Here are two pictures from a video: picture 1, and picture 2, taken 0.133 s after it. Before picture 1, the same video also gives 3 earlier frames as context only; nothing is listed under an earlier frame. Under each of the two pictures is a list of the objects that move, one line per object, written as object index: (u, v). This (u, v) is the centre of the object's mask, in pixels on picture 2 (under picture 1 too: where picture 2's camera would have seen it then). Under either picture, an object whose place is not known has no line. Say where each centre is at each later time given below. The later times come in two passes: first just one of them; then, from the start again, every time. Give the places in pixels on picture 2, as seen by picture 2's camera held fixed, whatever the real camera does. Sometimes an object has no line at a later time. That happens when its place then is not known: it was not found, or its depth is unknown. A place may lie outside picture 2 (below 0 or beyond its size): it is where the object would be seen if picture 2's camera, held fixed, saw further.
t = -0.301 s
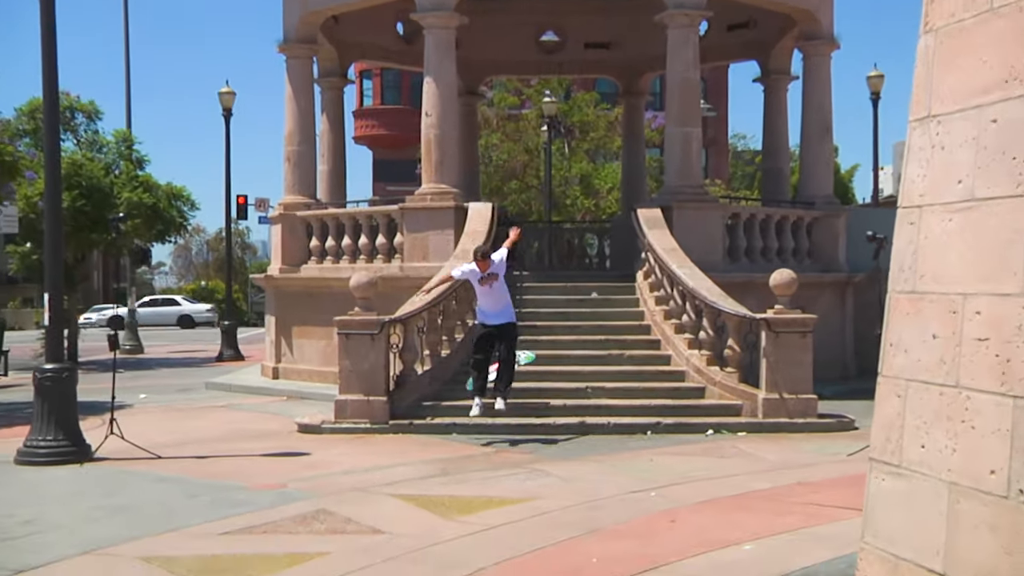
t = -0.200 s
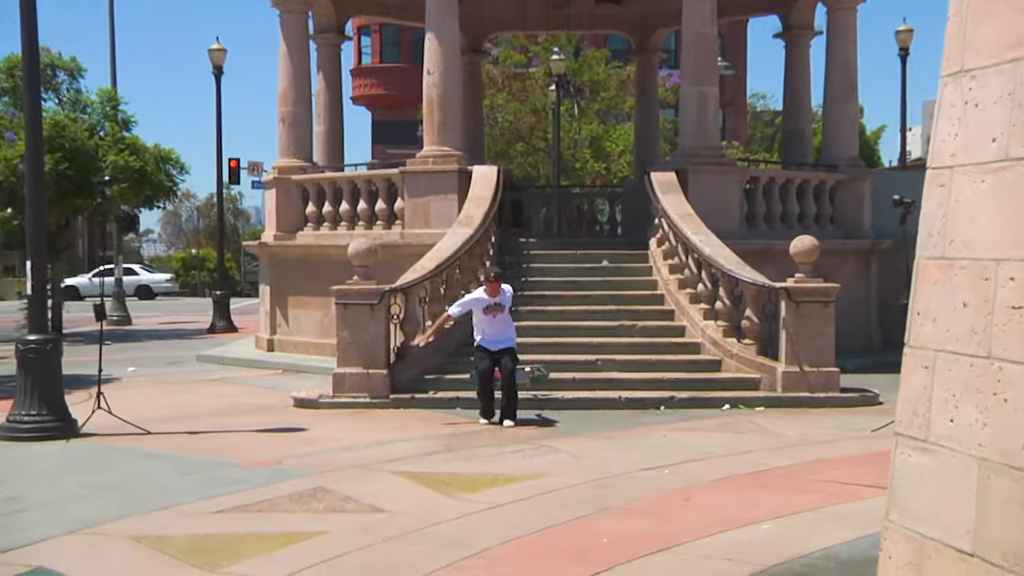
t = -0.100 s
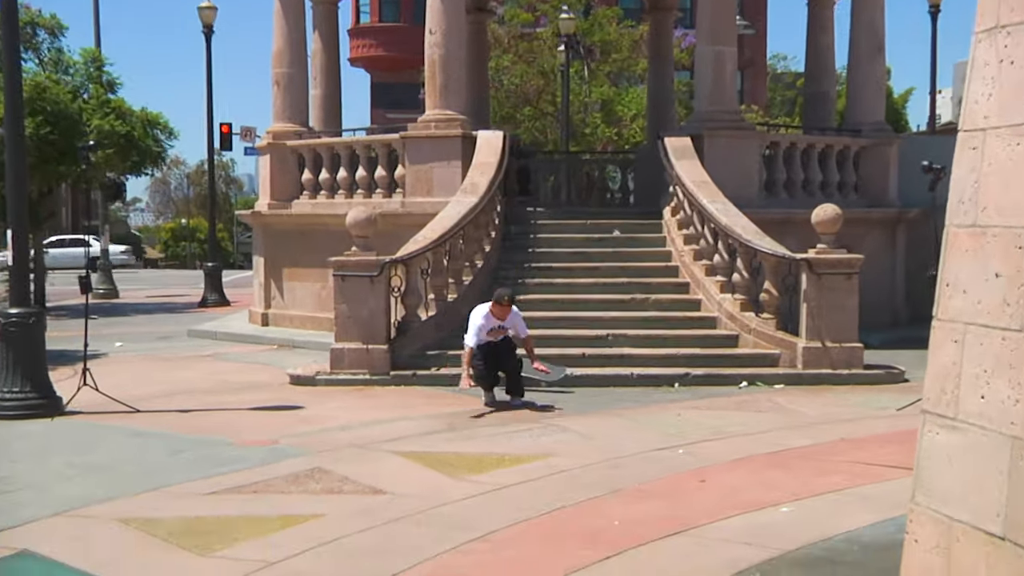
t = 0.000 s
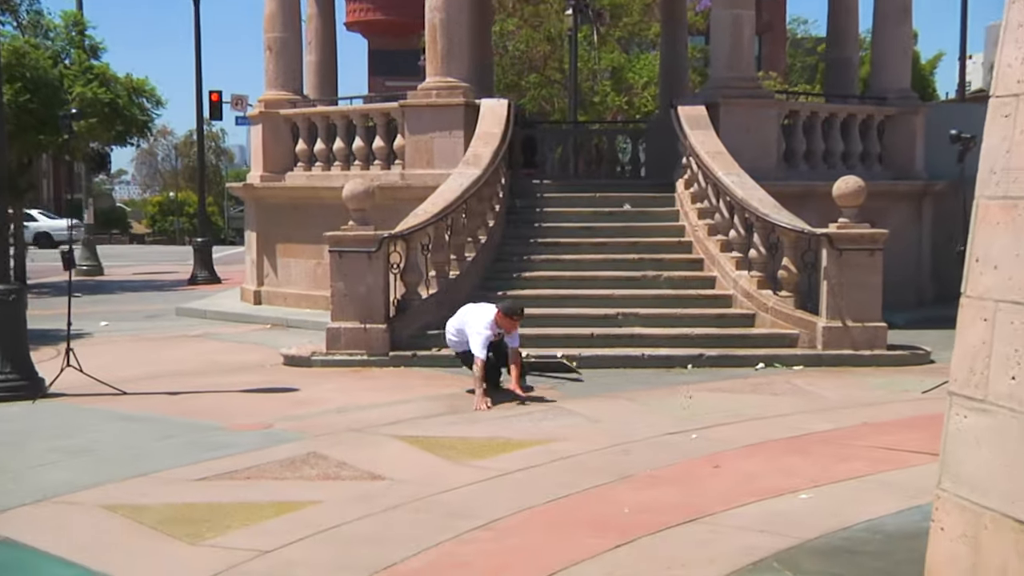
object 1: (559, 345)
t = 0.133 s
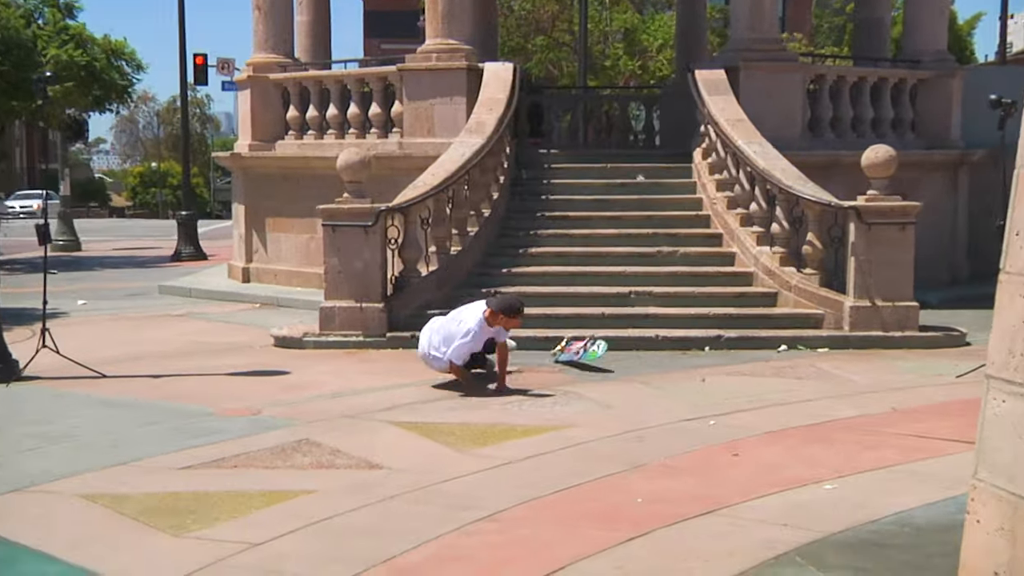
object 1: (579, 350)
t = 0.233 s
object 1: (591, 352)
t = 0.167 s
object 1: (583, 349)
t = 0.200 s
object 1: (586, 351)
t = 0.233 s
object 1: (591, 352)
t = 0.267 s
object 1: (596, 356)
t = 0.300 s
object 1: (600, 363)
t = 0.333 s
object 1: (606, 369)
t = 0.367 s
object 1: (609, 372)
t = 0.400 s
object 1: (613, 372)
